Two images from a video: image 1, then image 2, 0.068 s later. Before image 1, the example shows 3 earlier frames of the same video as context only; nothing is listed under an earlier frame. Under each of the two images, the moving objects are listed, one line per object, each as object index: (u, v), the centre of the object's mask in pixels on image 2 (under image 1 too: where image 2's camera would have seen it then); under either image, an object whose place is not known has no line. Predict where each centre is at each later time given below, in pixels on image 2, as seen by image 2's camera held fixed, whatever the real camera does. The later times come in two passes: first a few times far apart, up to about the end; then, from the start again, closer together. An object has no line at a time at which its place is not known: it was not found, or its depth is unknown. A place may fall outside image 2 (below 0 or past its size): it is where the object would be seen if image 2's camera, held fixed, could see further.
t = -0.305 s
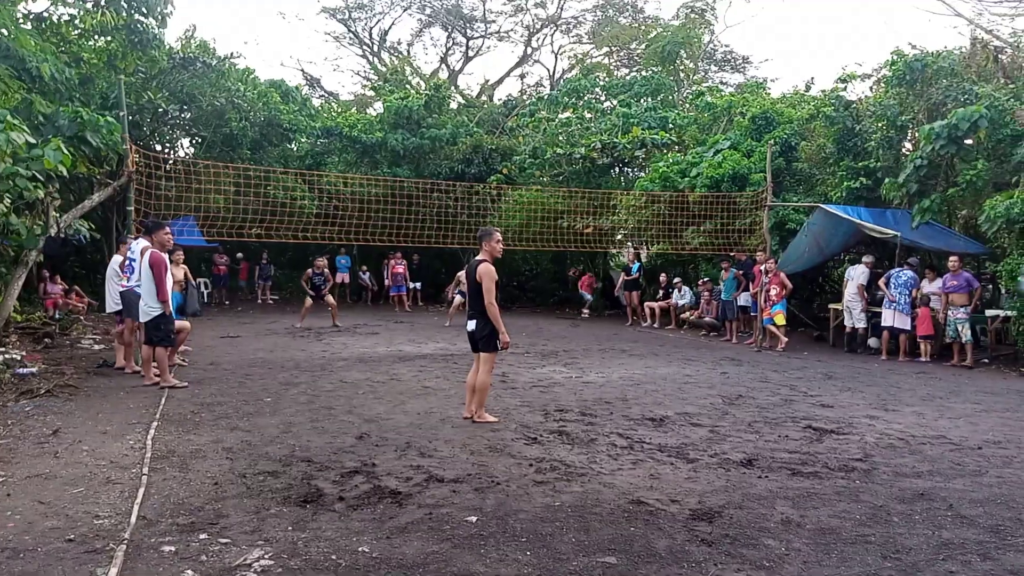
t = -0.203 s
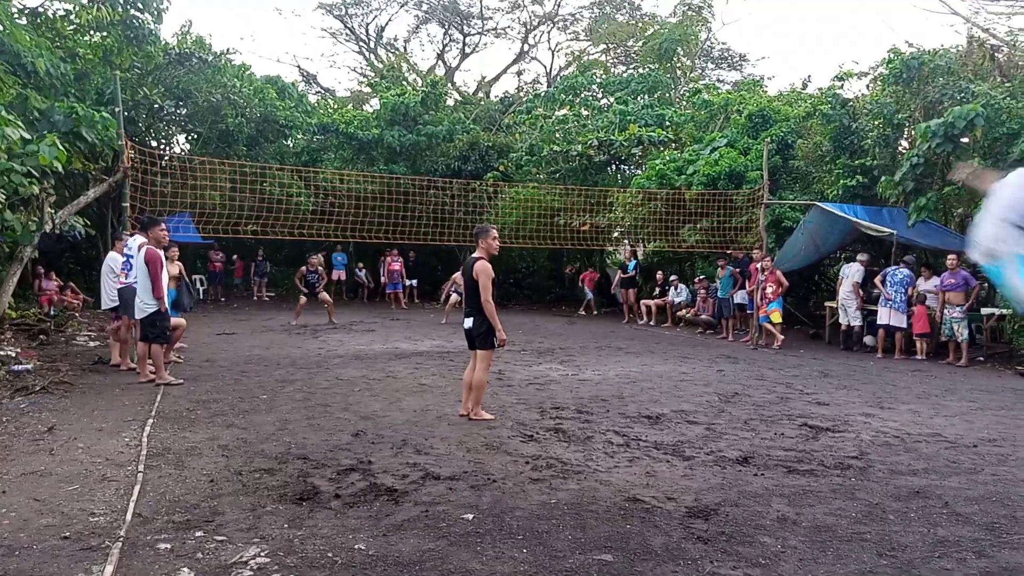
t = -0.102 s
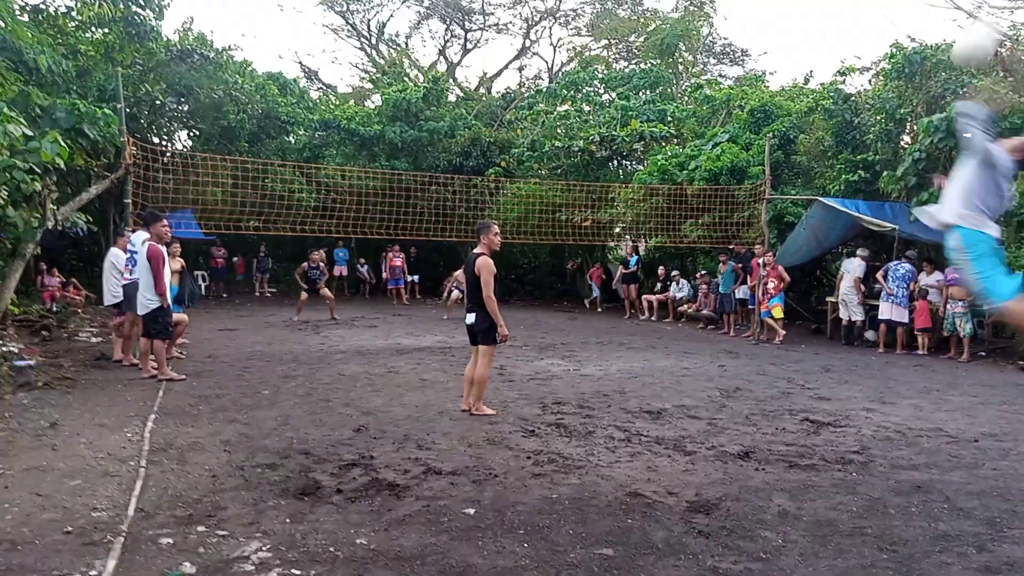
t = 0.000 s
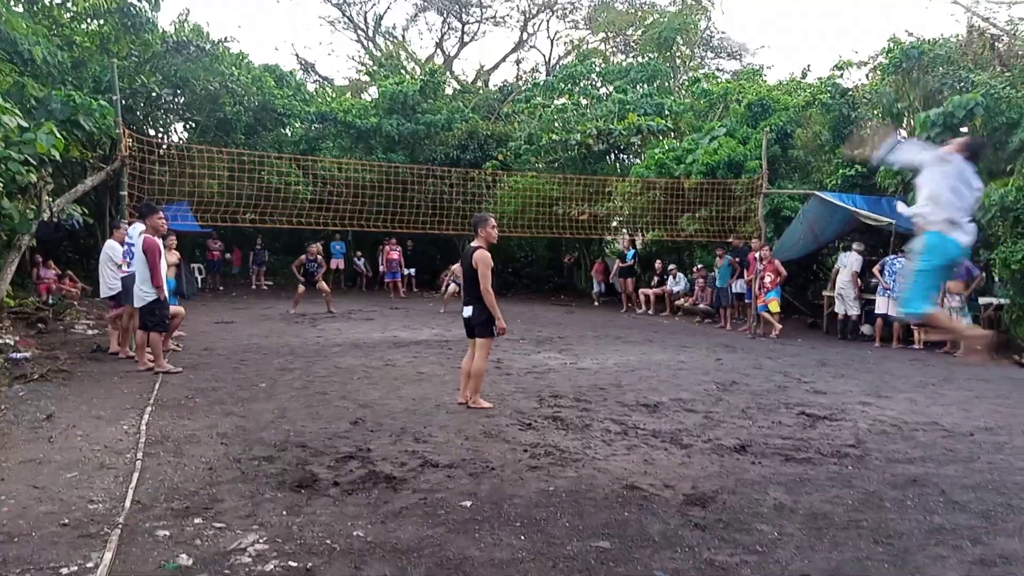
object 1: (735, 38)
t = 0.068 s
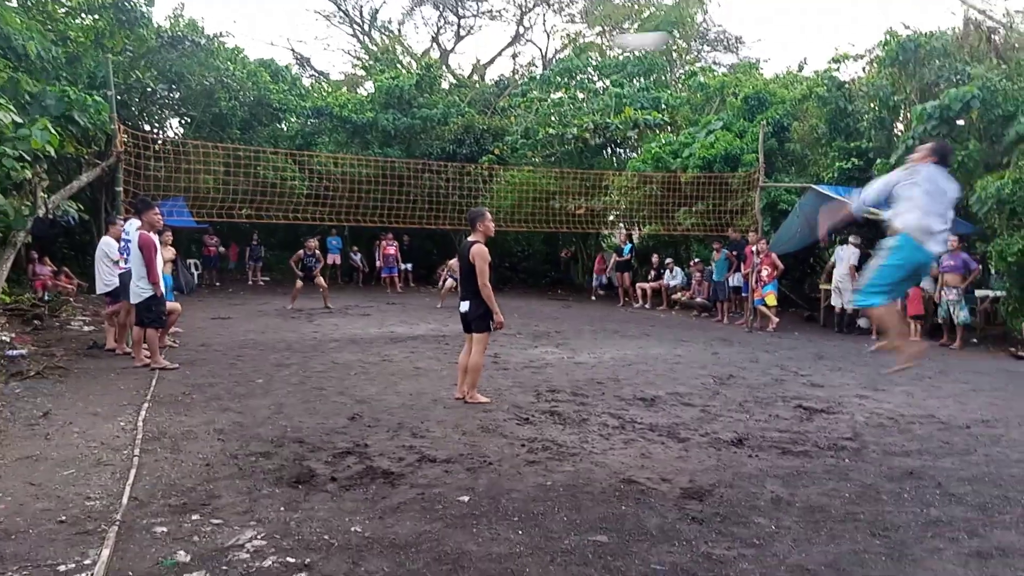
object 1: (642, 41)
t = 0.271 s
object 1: (456, 88)
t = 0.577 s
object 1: (340, 185)
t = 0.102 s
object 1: (598, 46)
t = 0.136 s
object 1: (566, 53)
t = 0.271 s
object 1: (456, 88)
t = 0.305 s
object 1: (437, 97)
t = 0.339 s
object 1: (420, 107)
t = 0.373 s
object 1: (405, 117)
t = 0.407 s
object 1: (391, 129)
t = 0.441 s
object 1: (379, 139)
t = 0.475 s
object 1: (369, 149)
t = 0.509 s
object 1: (357, 162)
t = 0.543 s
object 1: (348, 173)
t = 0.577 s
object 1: (340, 185)
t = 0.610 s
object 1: (333, 196)
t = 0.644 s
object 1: (325, 208)
